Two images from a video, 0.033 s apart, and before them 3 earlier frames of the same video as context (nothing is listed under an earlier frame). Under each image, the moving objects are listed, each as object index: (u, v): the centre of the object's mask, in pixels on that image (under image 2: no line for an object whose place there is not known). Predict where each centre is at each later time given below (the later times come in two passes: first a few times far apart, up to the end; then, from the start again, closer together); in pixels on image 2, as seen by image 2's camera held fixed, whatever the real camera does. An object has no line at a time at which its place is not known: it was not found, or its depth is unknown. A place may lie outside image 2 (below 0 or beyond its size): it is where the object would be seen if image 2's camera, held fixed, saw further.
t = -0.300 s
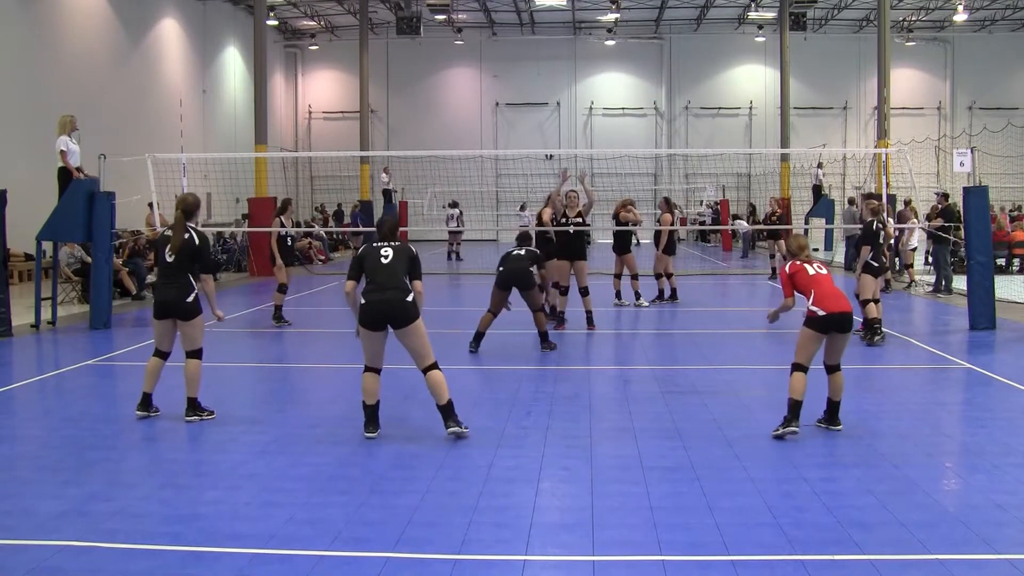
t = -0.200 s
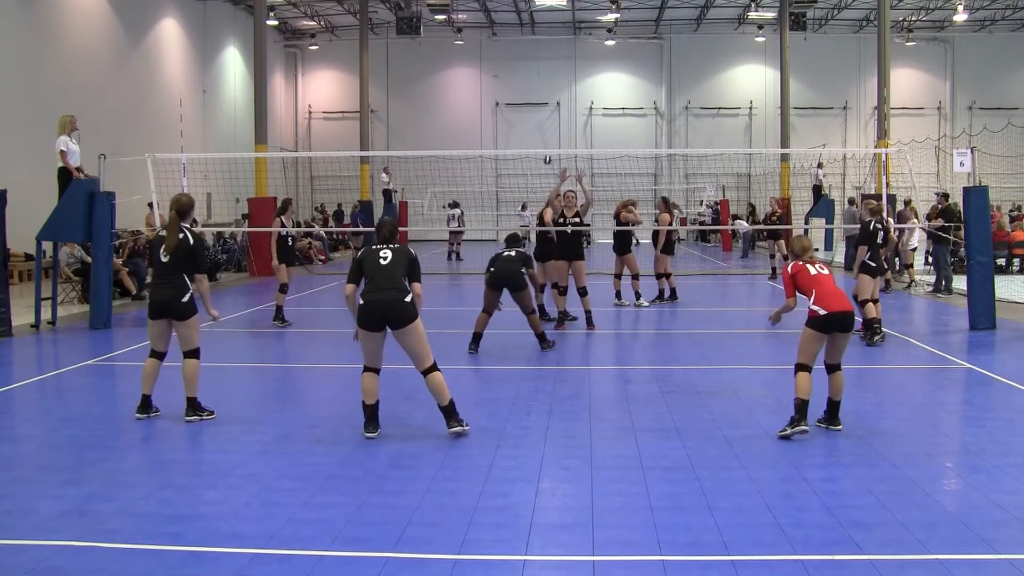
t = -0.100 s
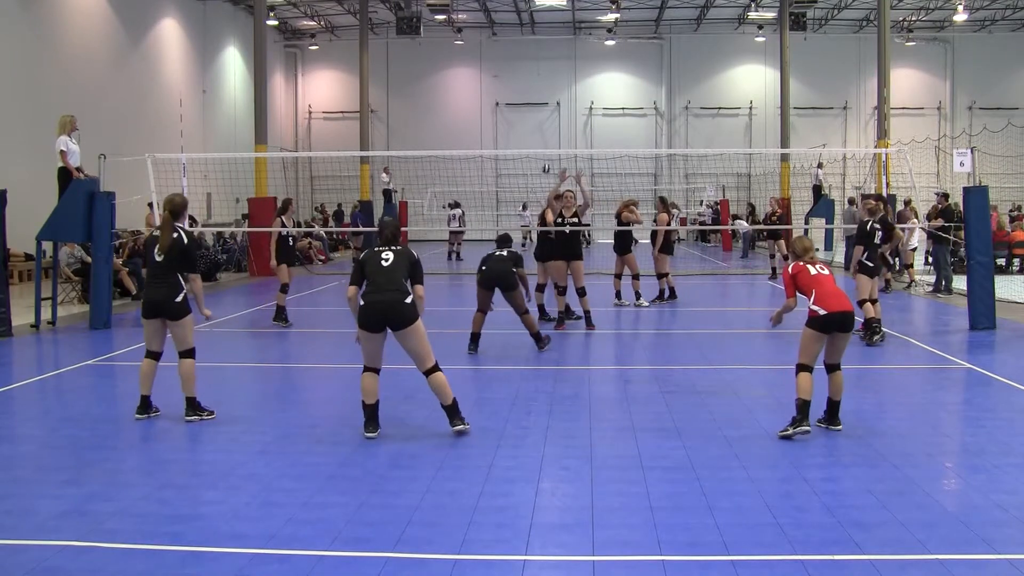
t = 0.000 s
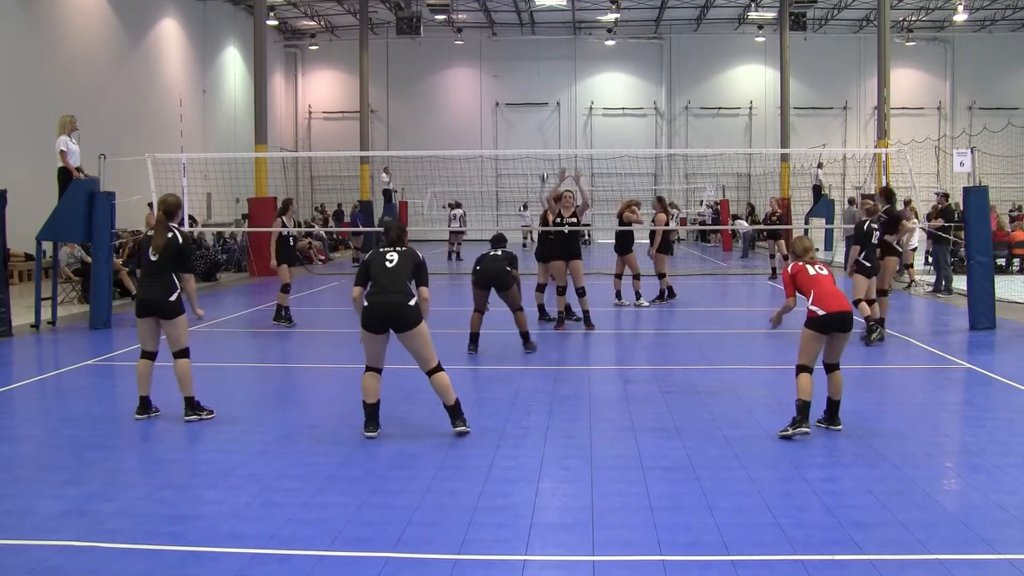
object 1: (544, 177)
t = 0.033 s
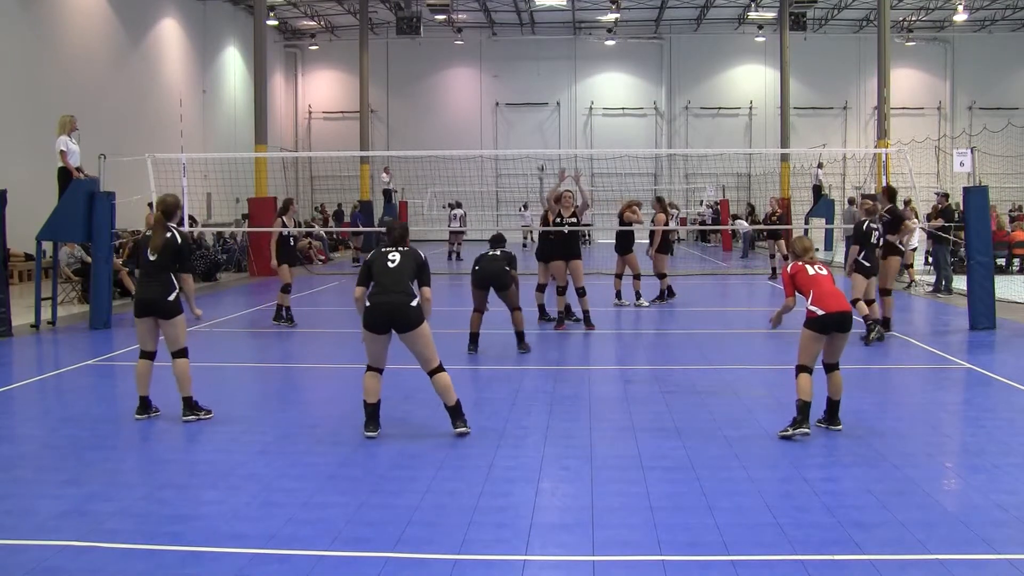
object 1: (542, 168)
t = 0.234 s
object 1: (529, 114)
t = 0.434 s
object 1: (512, 74)
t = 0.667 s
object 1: (488, 50)
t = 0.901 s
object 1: (455, 65)
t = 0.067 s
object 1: (540, 158)
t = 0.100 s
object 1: (537, 147)
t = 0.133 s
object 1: (535, 139)
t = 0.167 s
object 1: (532, 130)
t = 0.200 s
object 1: (530, 122)
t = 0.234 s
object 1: (529, 114)
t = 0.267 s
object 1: (526, 106)
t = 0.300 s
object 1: (524, 98)
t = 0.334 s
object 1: (521, 92)
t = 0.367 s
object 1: (518, 85)
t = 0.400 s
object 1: (515, 79)
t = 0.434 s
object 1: (512, 74)
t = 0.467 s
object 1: (508, 69)
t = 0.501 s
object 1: (505, 64)
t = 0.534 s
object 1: (502, 61)
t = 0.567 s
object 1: (498, 57)
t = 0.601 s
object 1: (495, 54)
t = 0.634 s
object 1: (492, 51)
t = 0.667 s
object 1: (488, 50)
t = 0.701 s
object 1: (484, 50)
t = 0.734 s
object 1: (479, 50)
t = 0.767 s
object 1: (475, 50)
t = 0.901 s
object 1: (455, 65)
